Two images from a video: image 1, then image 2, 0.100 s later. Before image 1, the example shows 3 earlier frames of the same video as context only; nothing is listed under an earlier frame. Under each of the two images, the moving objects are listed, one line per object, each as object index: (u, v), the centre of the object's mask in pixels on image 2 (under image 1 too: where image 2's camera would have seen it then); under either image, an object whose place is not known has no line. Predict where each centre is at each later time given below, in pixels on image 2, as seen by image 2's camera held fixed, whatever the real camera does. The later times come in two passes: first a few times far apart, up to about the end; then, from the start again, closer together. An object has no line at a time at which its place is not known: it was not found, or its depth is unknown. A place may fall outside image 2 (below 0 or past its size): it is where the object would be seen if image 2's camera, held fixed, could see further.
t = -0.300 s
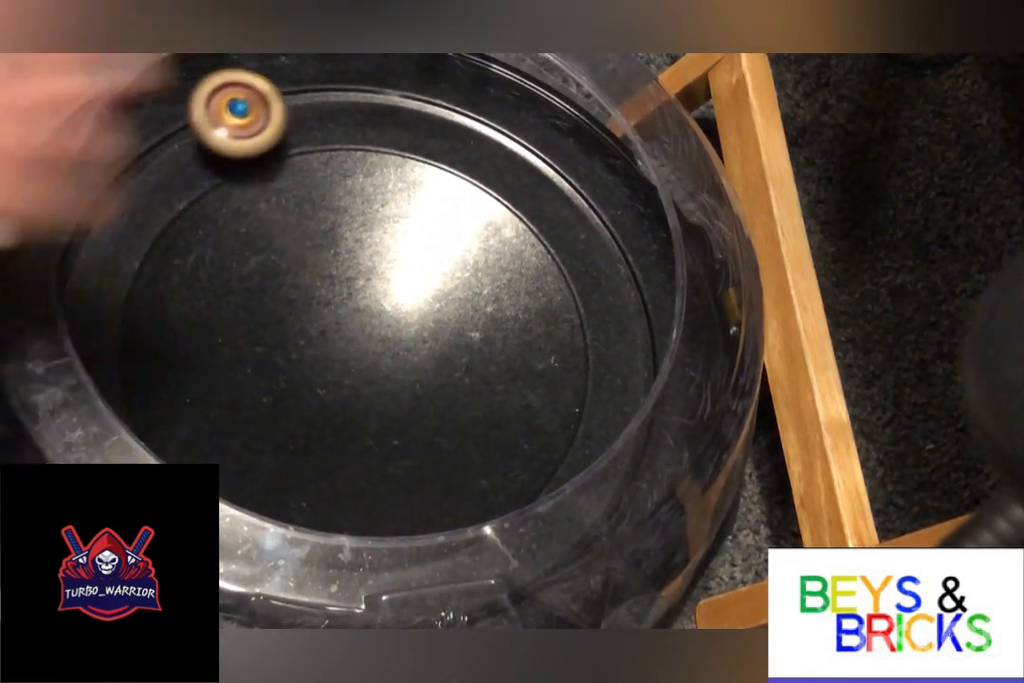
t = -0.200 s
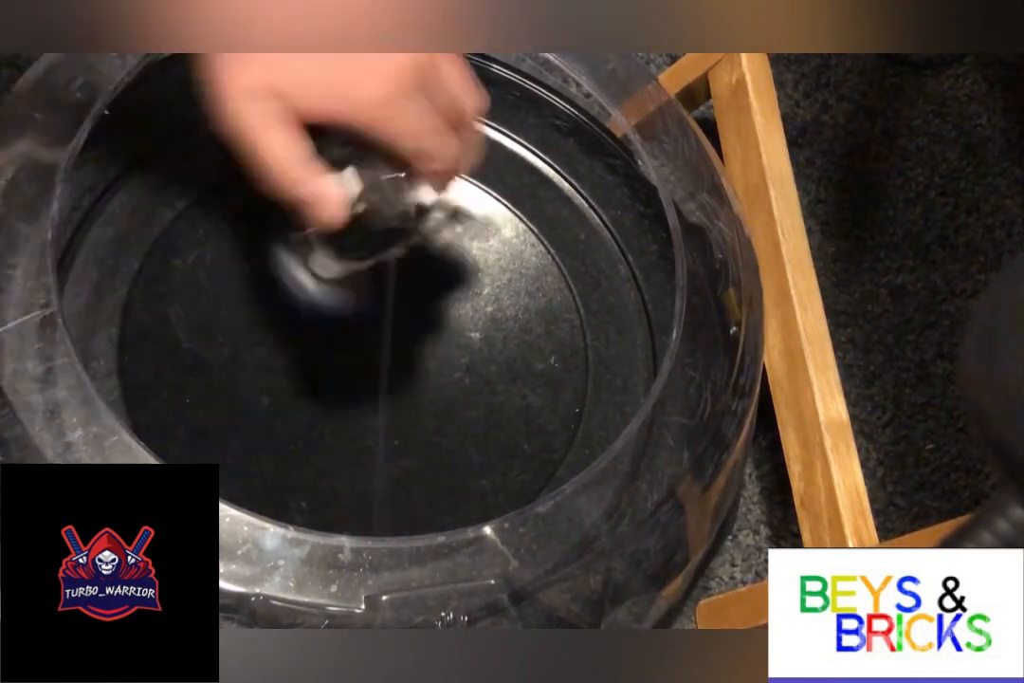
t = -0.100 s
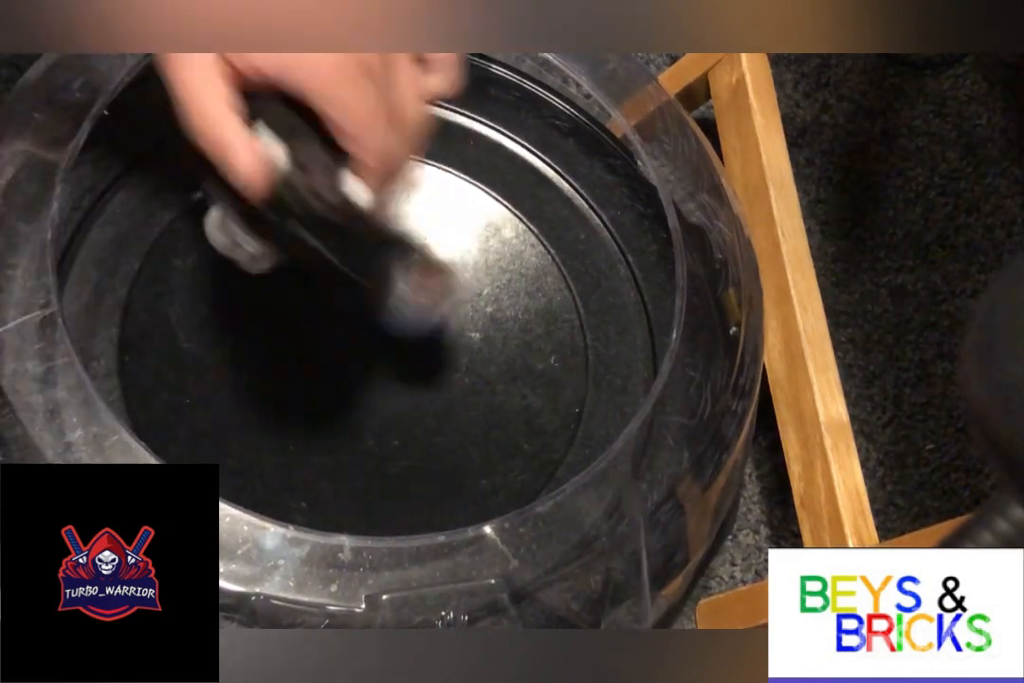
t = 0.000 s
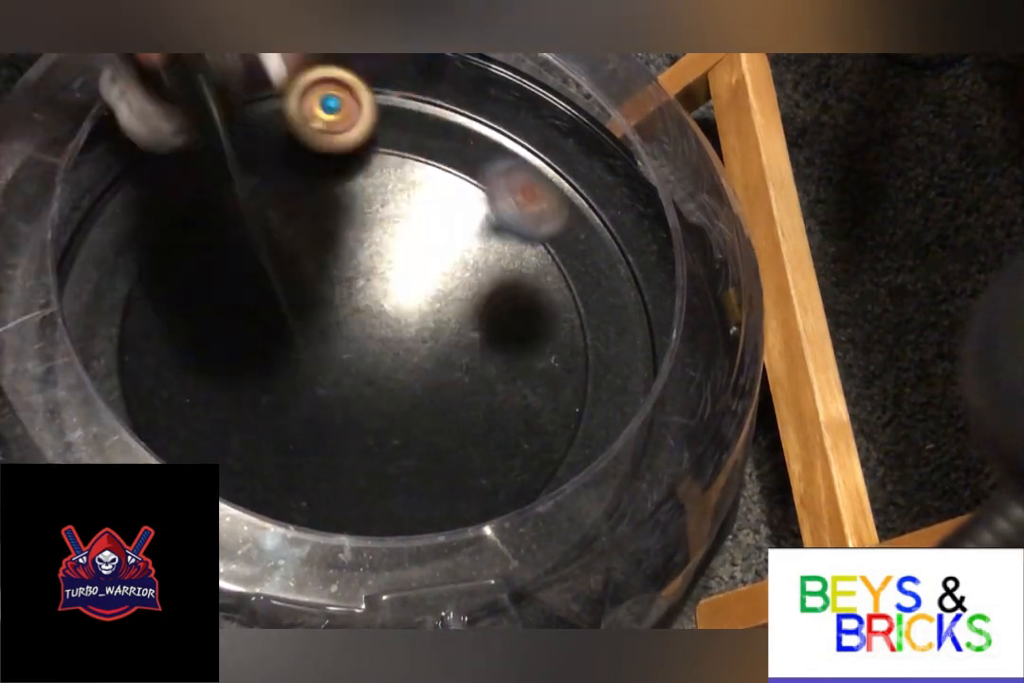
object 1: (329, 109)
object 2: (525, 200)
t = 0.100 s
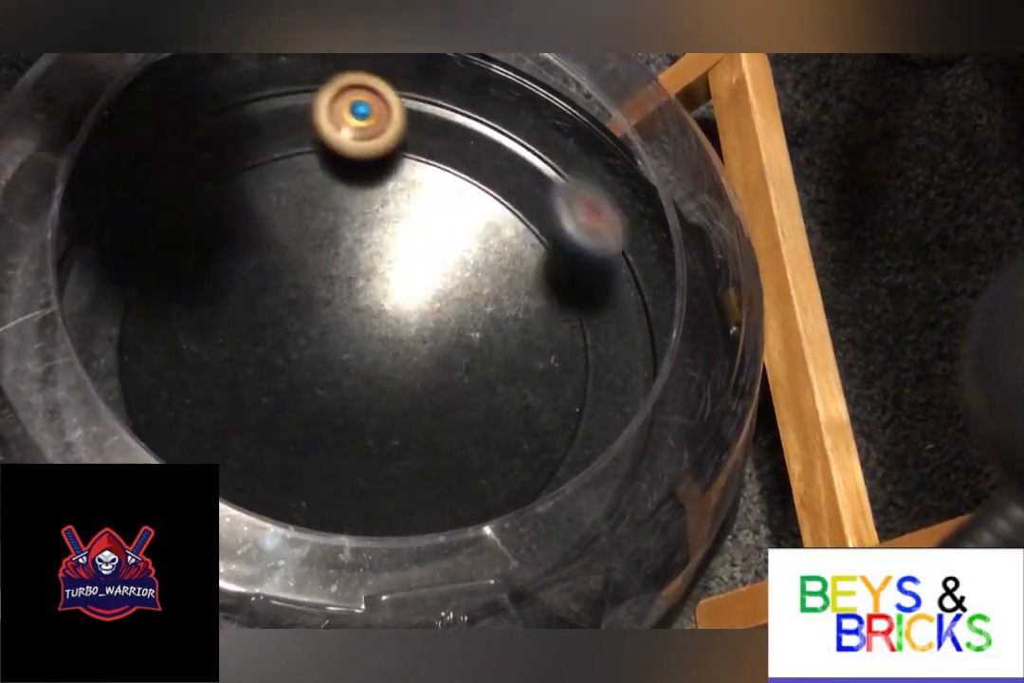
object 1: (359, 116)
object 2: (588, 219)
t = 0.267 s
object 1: (407, 135)
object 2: (650, 143)
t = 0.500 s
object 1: (355, 242)
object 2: (508, 157)
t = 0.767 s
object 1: (384, 425)
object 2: (246, 317)
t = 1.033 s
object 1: (536, 393)
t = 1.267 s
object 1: (586, 324)
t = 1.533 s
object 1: (585, 349)
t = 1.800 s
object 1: (422, 322)
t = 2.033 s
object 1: (266, 414)
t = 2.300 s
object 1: (322, 505)
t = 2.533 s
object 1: (392, 464)
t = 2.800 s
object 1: (314, 322)
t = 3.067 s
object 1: (257, 368)
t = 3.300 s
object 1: (341, 381)
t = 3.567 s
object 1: (352, 251)
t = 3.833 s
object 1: (293, 306)
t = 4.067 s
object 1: (438, 353)
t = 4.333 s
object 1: (430, 233)
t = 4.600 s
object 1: (324, 364)
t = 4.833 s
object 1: (472, 420)
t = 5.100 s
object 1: (450, 308)
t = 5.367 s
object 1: (286, 398)
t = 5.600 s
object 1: (397, 451)
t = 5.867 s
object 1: (382, 317)
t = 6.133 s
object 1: (268, 339)
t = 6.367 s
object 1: (327, 381)
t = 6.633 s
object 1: (397, 333)
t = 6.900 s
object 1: (387, 293)
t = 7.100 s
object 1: (355, 316)
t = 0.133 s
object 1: (369, 119)
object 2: (598, 244)
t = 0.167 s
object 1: (381, 119)
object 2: (619, 209)
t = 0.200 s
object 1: (391, 125)
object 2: (637, 178)
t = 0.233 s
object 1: (401, 129)
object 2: (657, 149)
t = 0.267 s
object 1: (407, 135)
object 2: (650, 143)
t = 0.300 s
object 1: (408, 144)
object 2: (619, 162)
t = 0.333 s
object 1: (405, 156)
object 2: (602, 181)
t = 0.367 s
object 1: (399, 170)
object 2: (584, 183)
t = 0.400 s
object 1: (389, 188)
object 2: (572, 160)
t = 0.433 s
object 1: (378, 206)
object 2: (556, 148)
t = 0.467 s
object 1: (366, 225)
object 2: (534, 147)
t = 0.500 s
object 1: (355, 242)
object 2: (508, 157)
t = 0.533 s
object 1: (345, 264)
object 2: (482, 171)
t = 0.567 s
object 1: (337, 289)
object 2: (451, 174)
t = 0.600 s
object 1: (332, 317)
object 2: (414, 195)
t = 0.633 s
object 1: (333, 346)
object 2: (373, 227)
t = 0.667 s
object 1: (339, 373)
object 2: (336, 249)
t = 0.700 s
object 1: (350, 395)
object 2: (302, 272)
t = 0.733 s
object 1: (365, 413)
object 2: (272, 295)
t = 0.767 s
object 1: (384, 425)
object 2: (246, 317)
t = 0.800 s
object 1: (405, 431)
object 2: (226, 338)
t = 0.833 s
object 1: (429, 434)
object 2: (212, 357)
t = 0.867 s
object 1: (452, 432)
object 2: (205, 375)
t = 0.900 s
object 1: (476, 428)
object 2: (205, 390)
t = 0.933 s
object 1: (495, 422)
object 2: (214, 399)
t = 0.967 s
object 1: (511, 414)
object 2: (229, 408)
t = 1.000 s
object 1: (525, 404)
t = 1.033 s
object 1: (536, 393)
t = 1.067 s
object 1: (544, 381)
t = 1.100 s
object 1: (548, 367)
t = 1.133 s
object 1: (550, 354)
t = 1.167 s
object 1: (548, 341)
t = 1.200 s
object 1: (553, 332)
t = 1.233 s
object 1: (573, 329)
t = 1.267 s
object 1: (586, 324)
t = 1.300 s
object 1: (590, 319)
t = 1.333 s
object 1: (593, 316)
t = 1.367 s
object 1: (593, 317)
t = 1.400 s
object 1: (594, 321)
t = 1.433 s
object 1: (594, 329)
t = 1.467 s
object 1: (594, 337)
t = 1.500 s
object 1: (591, 345)
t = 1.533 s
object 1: (585, 349)
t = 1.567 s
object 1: (575, 349)
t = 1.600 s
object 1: (563, 346)
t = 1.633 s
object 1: (547, 340)
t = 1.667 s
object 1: (530, 334)
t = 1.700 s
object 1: (508, 328)
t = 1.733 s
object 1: (484, 322)
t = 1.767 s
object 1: (455, 320)
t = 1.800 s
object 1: (422, 322)
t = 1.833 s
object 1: (387, 328)
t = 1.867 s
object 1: (356, 338)
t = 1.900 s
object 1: (327, 351)
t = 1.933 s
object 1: (302, 366)
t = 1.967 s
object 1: (283, 382)
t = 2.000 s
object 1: (271, 398)
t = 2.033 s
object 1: (266, 414)
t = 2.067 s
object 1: (267, 430)
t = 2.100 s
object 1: (271, 446)
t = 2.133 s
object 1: (276, 460)
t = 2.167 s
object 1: (284, 472)
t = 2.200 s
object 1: (293, 482)
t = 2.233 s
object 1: (302, 490)
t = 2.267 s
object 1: (312, 498)
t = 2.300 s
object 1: (322, 505)
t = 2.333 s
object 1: (332, 510)
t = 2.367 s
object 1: (343, 512)
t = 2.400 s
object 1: (355, 511)
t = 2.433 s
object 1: (366, 504)
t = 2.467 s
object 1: (378, 494)
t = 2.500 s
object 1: (387, 480)
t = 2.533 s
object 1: (392, 464)
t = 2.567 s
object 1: (394, 446)
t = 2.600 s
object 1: (391, 427)
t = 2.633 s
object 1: (386, 407)
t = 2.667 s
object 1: (376, 386)
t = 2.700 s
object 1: (364, 366)
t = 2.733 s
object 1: (349, 347)
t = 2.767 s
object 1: (332, 332)
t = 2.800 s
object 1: (314, 322)
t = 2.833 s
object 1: (298, 319)
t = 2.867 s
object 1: (286, 319)
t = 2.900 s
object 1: (275, 325)
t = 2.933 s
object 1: (270, 333)
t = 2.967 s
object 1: (266, 342)
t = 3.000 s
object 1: (262, 350)
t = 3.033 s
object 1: (259, 360)
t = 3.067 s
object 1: (257, 368)
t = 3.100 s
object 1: (259, 376)
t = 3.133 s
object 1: (265, 384)
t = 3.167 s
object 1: (274, 391)
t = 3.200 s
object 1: (288, 395)
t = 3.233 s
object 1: (305, 395)
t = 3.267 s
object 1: (323, 390)
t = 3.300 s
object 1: (341, 381)
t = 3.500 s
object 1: (377, 280)
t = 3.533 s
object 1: (366, 263)
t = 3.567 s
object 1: (352, 251)
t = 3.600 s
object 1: (336, 243)
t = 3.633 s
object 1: (322, 242)
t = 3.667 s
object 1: (310, 245)
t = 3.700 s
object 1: (300, 253)
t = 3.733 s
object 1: (293, 263)
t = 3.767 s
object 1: (290, 275)
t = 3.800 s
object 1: (289, 290)
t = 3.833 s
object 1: (293, 306)
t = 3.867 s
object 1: (303, 326)
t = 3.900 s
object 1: (320, 345)
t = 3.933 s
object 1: (341, 358)
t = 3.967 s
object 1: (367, 367)
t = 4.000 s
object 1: (393, 367)
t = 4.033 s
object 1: (418, 363)
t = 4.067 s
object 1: (438, 353)
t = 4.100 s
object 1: (455, 338)
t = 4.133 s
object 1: (466, 322)
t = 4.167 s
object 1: (472, 303)
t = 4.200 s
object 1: (472, 284)
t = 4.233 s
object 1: (468, 265)
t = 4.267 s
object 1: (459, 249)
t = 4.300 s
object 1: (445, 238)
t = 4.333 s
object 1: (430, 233)
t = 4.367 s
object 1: (412, 233)
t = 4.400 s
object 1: (391, 238)
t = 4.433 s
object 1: (371, 249)
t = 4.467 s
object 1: (353, 265)
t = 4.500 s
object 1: (338, 286)
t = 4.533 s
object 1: (327, 310)
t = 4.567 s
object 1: (321, 335)
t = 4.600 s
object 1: (324, 364)
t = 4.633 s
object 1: (335, 389)
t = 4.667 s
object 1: (352, 409)
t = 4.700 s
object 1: (374, 424)
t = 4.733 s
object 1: (397, 433)
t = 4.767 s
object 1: (423, 434)
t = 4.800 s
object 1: (449, 429)
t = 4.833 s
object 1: (472, 420)
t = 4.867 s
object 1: (490, 408)
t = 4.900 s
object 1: (502, 393)
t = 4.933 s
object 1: (508, 378)
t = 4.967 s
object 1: (510, 361)
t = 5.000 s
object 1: (504, 345)
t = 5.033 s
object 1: (492, 329)
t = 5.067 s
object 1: (474, 317)
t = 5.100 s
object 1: (450, 308)
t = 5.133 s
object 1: (418, 301)
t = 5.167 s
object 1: (384, 303)
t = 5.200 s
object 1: (354, 308)
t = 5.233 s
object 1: (330, 318)
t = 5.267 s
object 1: (309, 333)
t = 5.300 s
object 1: (296, 352)
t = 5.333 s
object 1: (286, 374)
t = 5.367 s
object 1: (286, 398)
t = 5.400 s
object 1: (292, 422)
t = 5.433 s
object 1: (306, 441)
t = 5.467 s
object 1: (323, 454)
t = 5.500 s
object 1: (343, 461)
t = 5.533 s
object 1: (363, 463)
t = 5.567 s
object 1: (381, 460)
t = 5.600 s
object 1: (397, 451)
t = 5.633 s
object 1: (411, 438)
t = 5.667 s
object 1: (419, 420)
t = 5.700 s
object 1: (423, 400)
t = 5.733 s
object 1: (423, 380)
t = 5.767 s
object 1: (419, 360)
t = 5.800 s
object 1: (410, 343)
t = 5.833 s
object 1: (397, 327)
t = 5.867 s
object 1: (382, 317)
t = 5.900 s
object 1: (363, 309)
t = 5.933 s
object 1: (341, 304)
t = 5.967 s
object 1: (318, 302)
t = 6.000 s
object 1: (301, 305)
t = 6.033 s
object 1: (287, 312)
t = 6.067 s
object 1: (277, 320)
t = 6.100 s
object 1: (271, 329)
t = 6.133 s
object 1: (268, 339)
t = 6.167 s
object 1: (269, 348)
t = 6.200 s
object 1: (272, 355)
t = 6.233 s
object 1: (279, 363)
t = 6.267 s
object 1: (288, 370)
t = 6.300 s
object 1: (299, 376)
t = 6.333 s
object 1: (312, 379)
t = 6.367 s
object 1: (327, 381)
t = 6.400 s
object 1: (341, 380)
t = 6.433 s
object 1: (356, 376)
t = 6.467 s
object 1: (367, 371)
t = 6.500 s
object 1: (377, 364)
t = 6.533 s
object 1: (385, 356)
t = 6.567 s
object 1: (391, 347)
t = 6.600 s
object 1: (395, 340)
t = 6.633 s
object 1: (397, 333)
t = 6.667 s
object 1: (397, 327)
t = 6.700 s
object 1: (398, 321)
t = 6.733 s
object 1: (398, 315)
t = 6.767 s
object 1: (397, 309)
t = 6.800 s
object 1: (395, 303)
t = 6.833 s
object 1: (393, 299)
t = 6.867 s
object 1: (390, 296)
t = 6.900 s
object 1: (387, 293)
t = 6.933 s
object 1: (380, 293)
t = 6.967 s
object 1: (375, 294)
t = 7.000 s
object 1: (369, 296)
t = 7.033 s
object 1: (363, 301)
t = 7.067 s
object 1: (358, 308)
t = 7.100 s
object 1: (355, 316)
